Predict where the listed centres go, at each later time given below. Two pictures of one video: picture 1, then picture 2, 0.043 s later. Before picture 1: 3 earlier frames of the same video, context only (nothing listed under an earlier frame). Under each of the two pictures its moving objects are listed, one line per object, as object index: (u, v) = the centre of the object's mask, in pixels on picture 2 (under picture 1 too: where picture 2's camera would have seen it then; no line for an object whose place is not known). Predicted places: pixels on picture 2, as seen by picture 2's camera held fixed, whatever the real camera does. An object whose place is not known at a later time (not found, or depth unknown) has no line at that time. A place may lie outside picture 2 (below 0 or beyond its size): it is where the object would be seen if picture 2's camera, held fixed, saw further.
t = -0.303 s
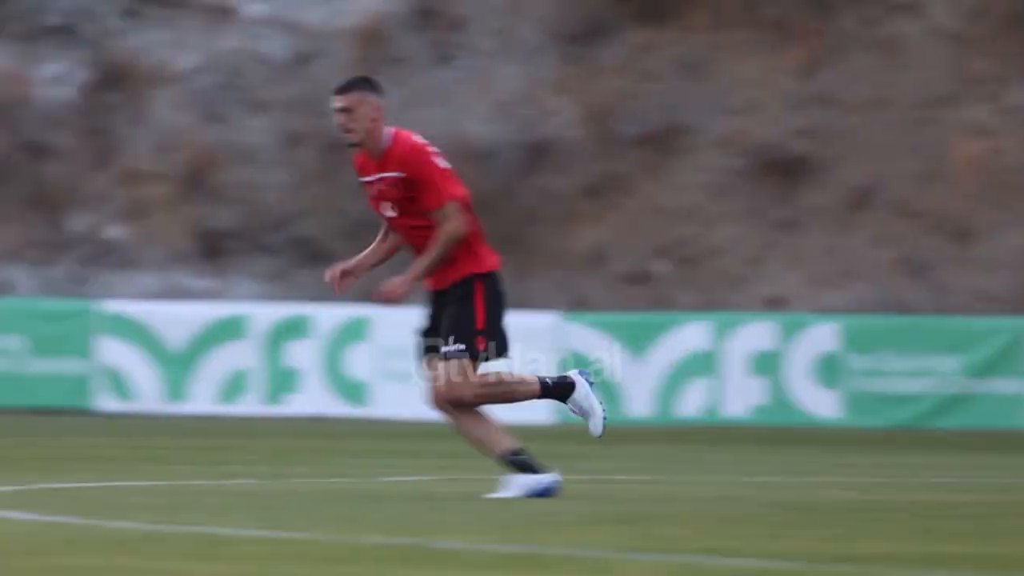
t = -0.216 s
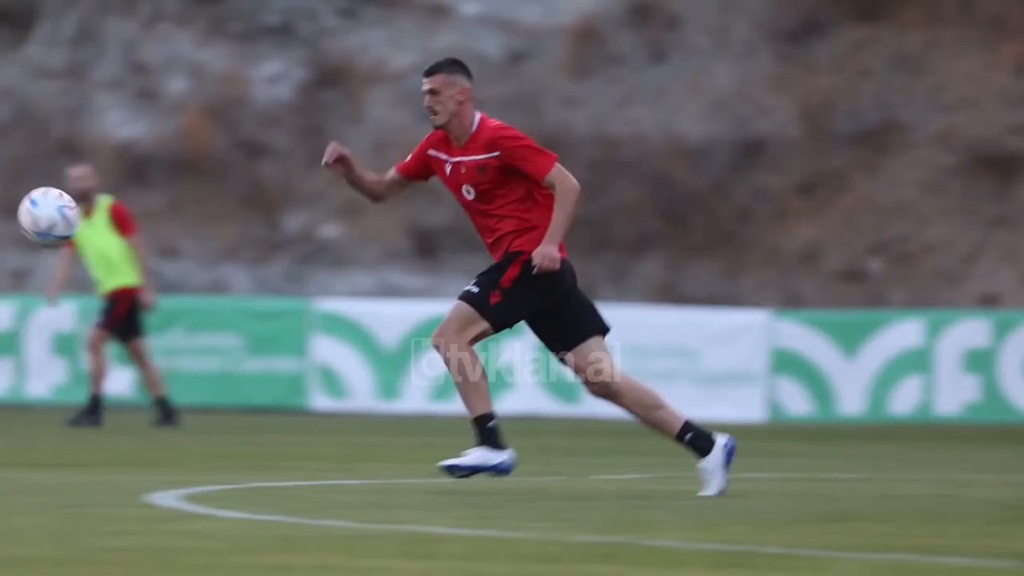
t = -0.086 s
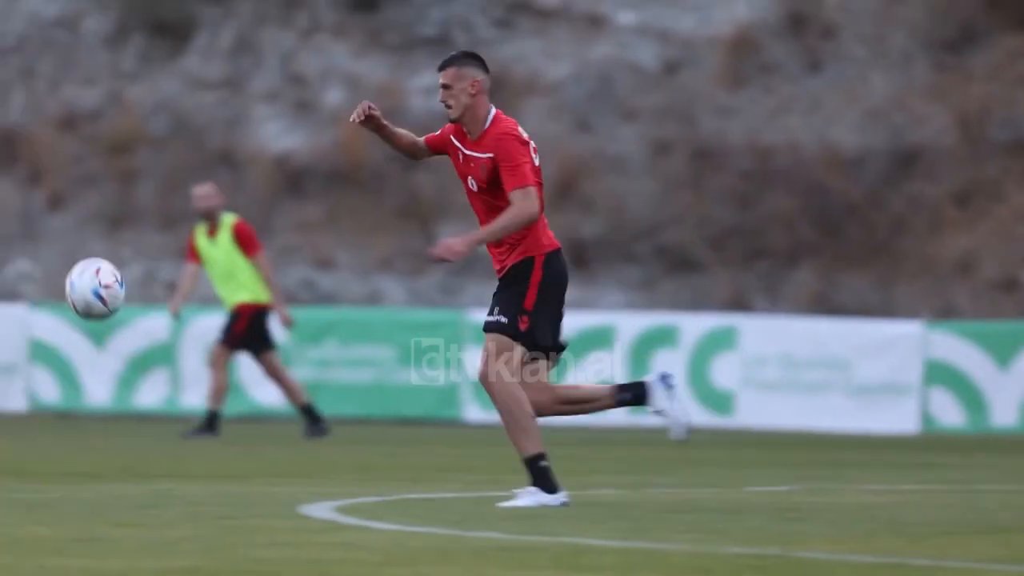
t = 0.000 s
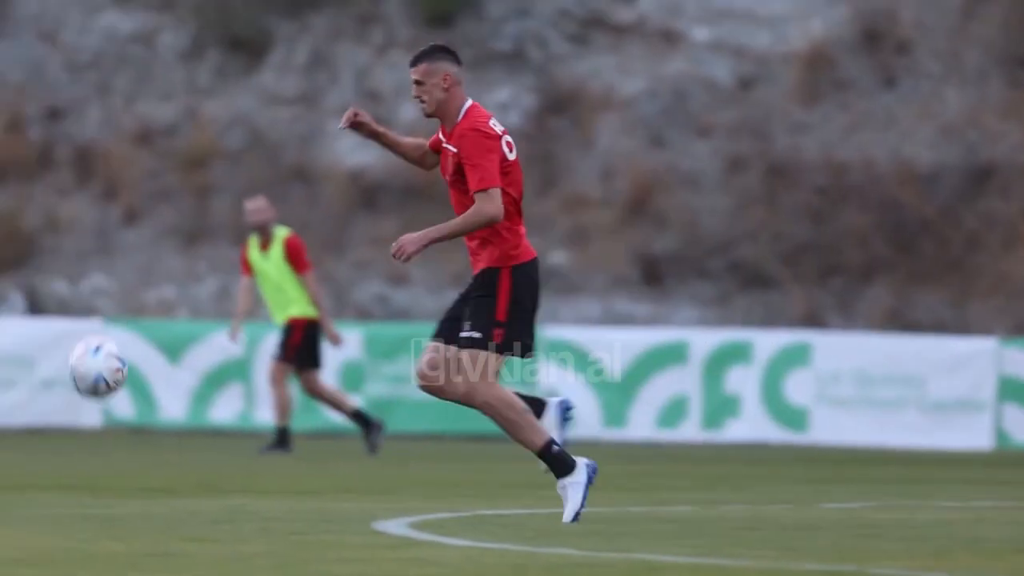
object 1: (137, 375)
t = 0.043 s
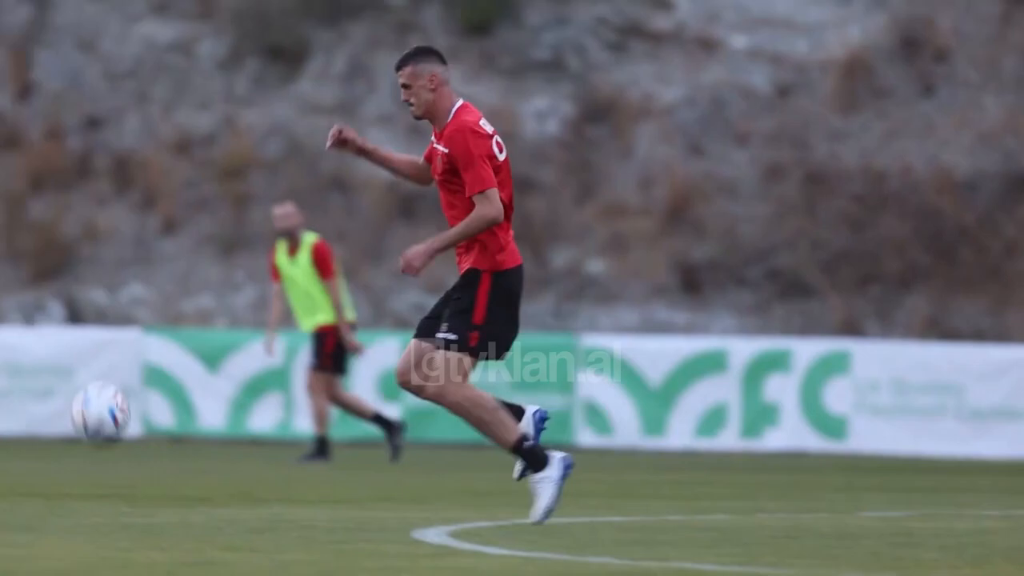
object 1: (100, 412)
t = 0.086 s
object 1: (64, 456)
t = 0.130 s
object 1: (27, 498)
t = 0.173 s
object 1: (-3, 478)
